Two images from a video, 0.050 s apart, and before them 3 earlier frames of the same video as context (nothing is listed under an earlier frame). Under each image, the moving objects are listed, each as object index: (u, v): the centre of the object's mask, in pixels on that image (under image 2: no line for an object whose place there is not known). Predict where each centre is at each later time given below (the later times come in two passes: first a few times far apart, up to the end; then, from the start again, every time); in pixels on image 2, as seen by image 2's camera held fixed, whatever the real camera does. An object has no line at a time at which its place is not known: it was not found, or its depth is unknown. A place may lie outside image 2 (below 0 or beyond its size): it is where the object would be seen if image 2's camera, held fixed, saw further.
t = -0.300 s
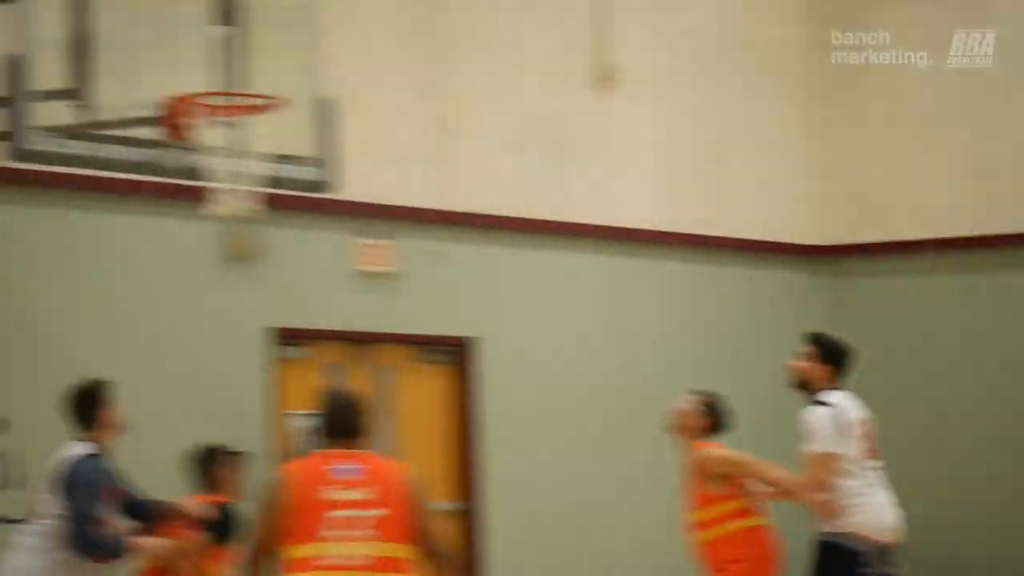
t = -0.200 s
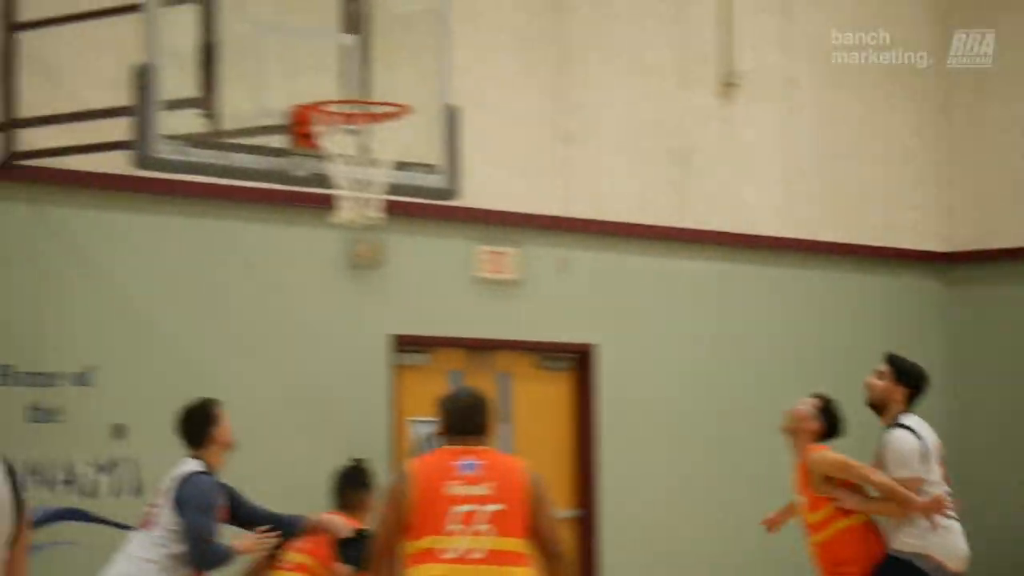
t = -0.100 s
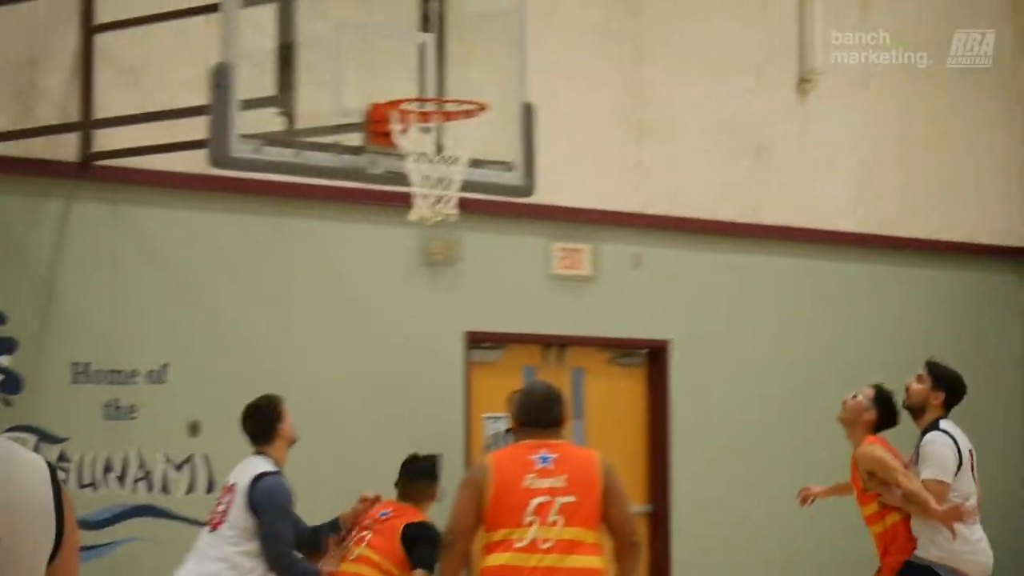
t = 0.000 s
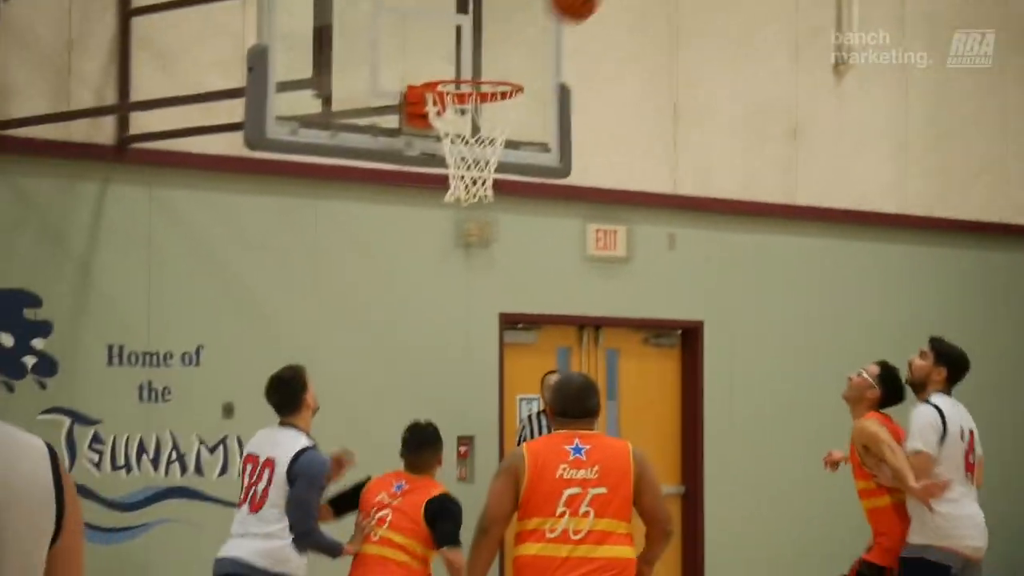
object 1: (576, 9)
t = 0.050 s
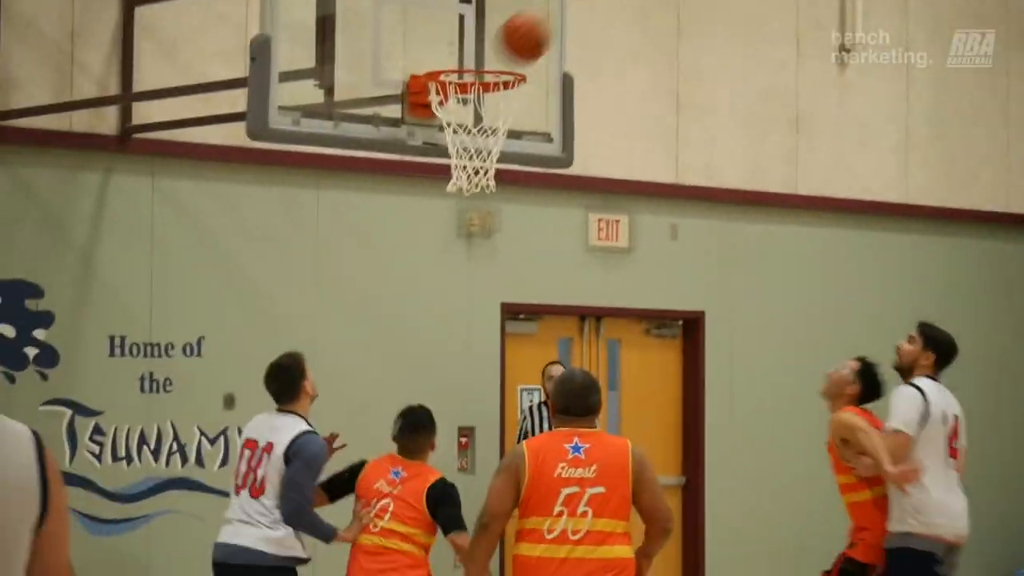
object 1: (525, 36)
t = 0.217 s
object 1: (419, 126)
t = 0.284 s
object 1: (418, 145)
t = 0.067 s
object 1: (508, 52)
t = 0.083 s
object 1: (490, 57)
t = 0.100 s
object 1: (474, 79)
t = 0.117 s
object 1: (456, 97)
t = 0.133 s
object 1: (437, 105)
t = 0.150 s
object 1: (432, 107)
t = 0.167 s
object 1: (427, 116)
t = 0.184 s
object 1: (423, 119)
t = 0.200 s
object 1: (420, 123)
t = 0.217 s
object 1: (419, 126)
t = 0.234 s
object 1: (433, 138)
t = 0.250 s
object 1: (428, 147)
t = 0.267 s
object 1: (419, 147)
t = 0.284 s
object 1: (418, 145)
